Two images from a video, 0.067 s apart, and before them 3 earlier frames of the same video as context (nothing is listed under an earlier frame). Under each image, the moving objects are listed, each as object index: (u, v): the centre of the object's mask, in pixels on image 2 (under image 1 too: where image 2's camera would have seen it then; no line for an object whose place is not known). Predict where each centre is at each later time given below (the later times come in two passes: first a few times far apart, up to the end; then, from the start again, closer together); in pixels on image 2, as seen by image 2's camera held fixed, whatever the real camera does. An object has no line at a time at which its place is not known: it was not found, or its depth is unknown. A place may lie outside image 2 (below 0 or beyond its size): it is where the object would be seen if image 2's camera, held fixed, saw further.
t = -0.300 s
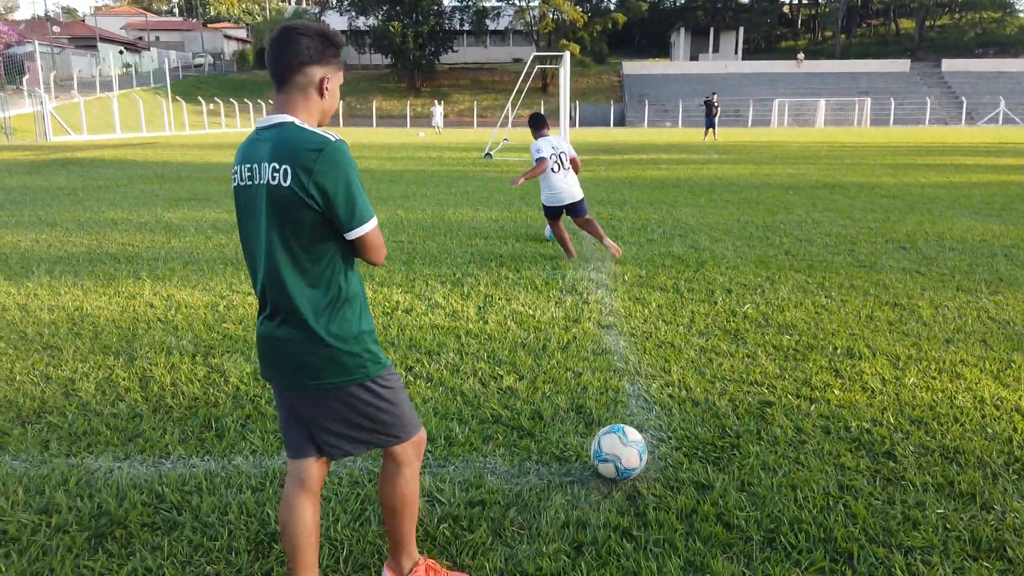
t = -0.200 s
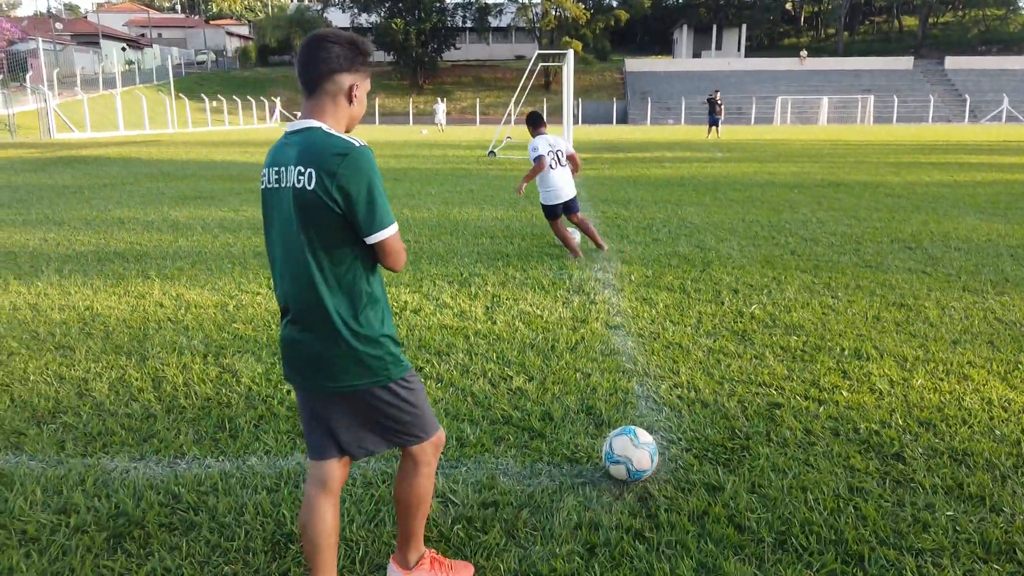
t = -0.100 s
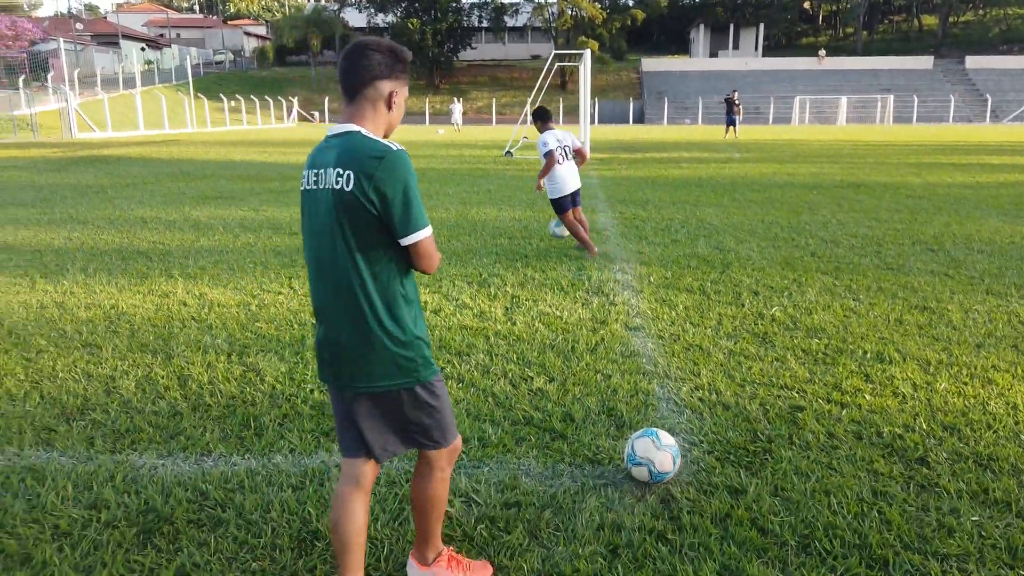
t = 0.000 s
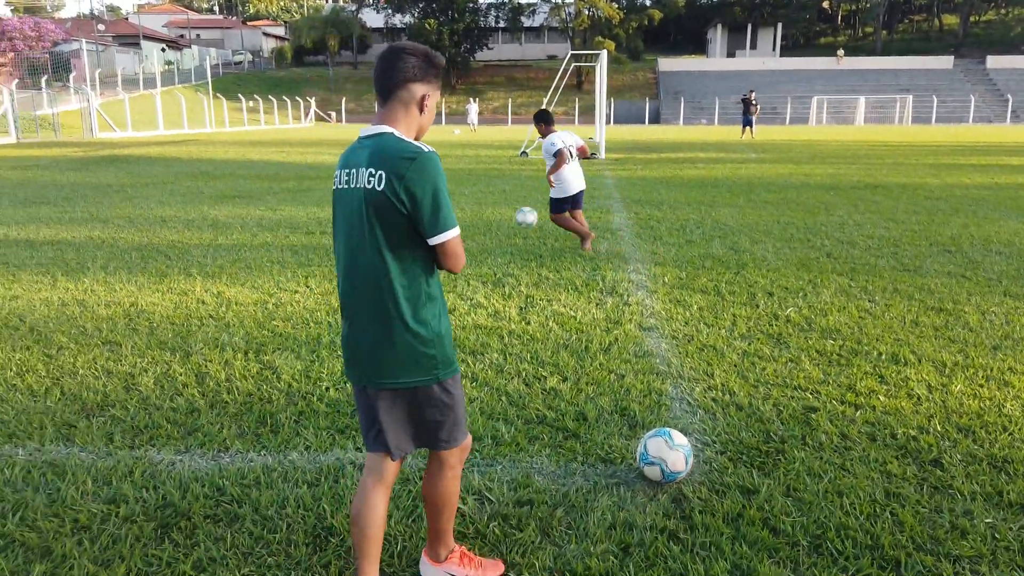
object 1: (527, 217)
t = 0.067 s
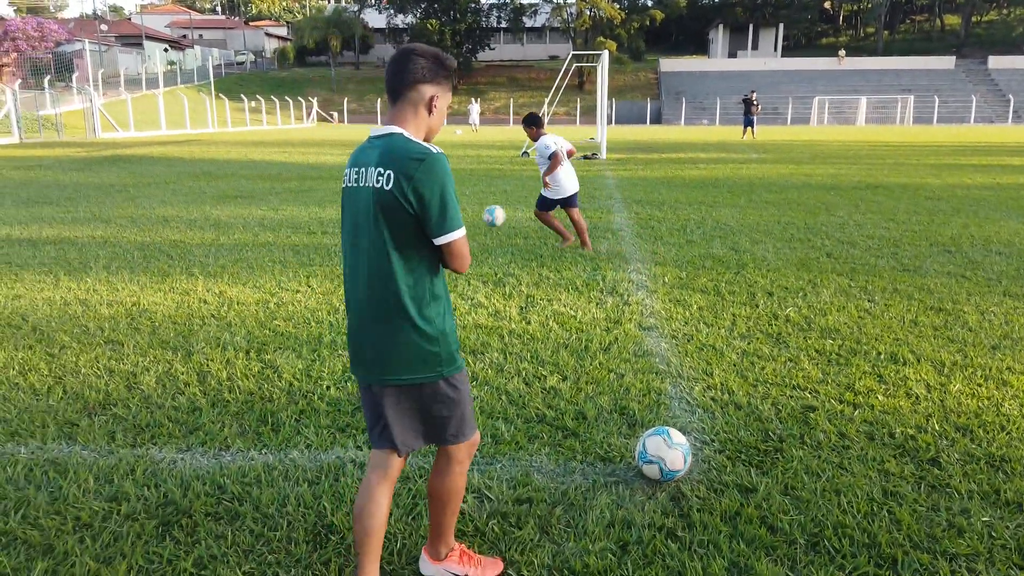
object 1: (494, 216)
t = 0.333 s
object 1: (362, 253)
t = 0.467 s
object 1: (325, 244)
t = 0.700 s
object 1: (257, 268)
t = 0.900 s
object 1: (191, 278)
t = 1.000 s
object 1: (158, 281)
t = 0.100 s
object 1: (477, 216)
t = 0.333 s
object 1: (362, 253)
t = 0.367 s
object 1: (354, 250)
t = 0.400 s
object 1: (344, 247)
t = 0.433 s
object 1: (335, 244)
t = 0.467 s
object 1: (325, 244)
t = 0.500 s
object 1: (316, 245)
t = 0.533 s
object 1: (307, 246)
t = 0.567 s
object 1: (297, 248)
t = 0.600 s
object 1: (286, 252)
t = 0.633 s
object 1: (277, 258)
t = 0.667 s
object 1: (268, 265)
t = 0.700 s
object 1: (257, 268)
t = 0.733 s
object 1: (246, 268)
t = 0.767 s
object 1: (235, 268)
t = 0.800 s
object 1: (224, 270)
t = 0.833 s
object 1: (214, 272)
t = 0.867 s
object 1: (202, 275)
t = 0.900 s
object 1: (191, 278)
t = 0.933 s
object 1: (179, 279)
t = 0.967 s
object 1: (168, 280)
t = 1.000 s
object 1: (158, 281)
